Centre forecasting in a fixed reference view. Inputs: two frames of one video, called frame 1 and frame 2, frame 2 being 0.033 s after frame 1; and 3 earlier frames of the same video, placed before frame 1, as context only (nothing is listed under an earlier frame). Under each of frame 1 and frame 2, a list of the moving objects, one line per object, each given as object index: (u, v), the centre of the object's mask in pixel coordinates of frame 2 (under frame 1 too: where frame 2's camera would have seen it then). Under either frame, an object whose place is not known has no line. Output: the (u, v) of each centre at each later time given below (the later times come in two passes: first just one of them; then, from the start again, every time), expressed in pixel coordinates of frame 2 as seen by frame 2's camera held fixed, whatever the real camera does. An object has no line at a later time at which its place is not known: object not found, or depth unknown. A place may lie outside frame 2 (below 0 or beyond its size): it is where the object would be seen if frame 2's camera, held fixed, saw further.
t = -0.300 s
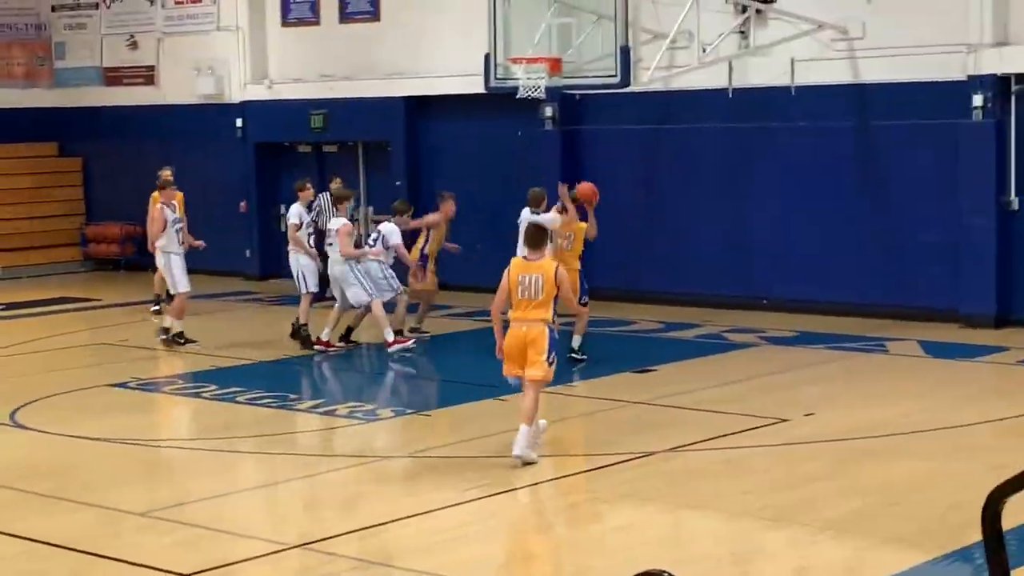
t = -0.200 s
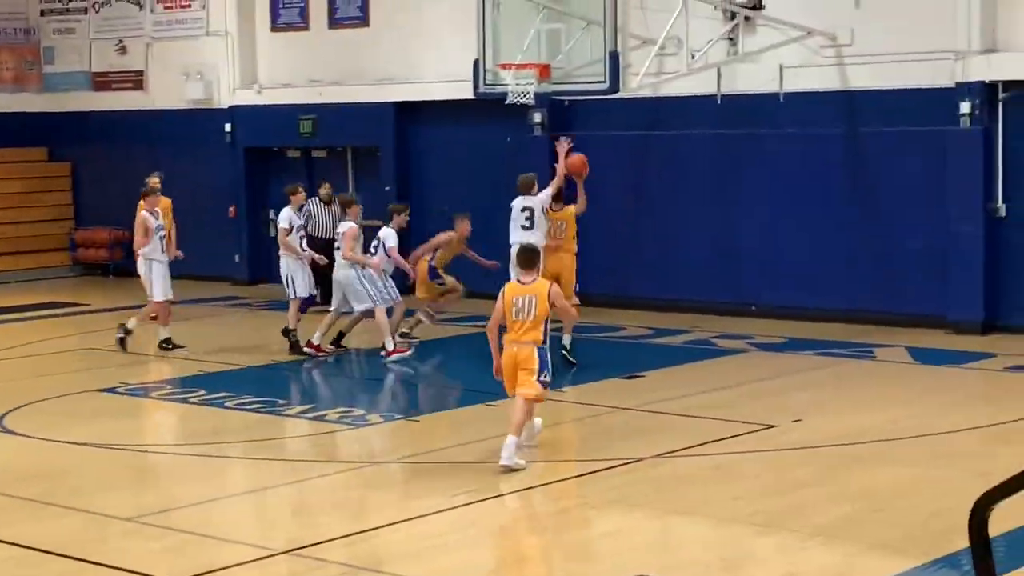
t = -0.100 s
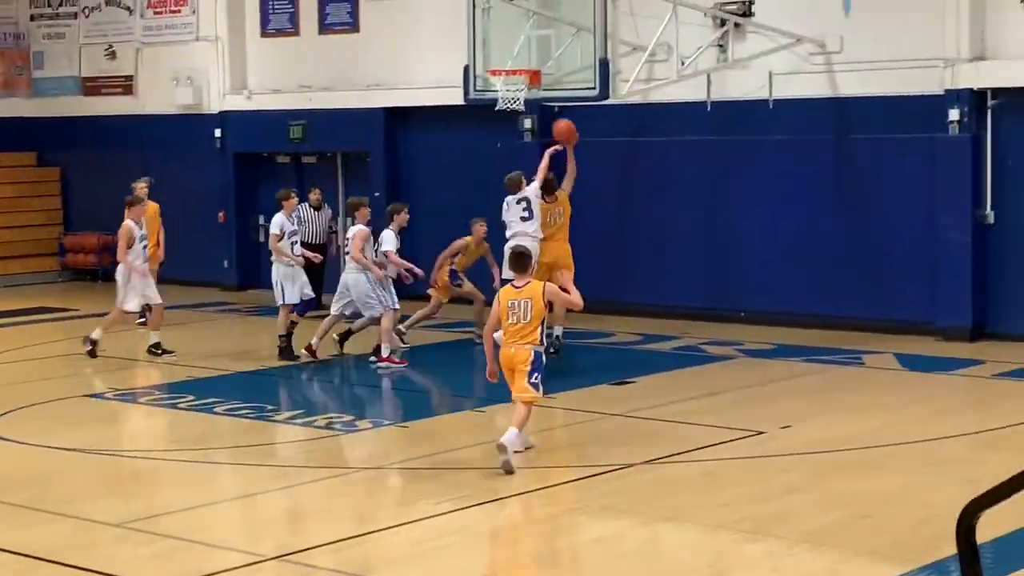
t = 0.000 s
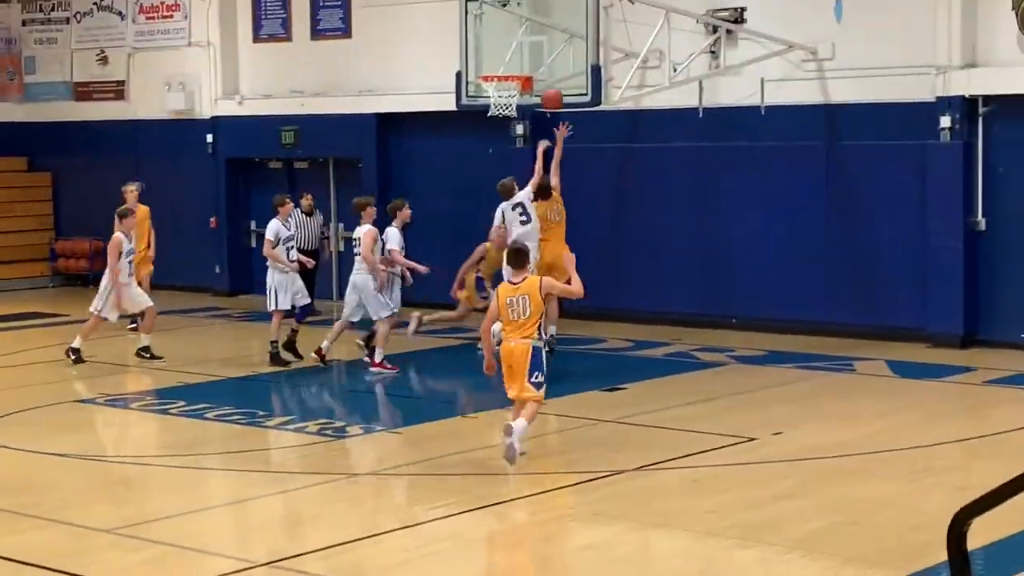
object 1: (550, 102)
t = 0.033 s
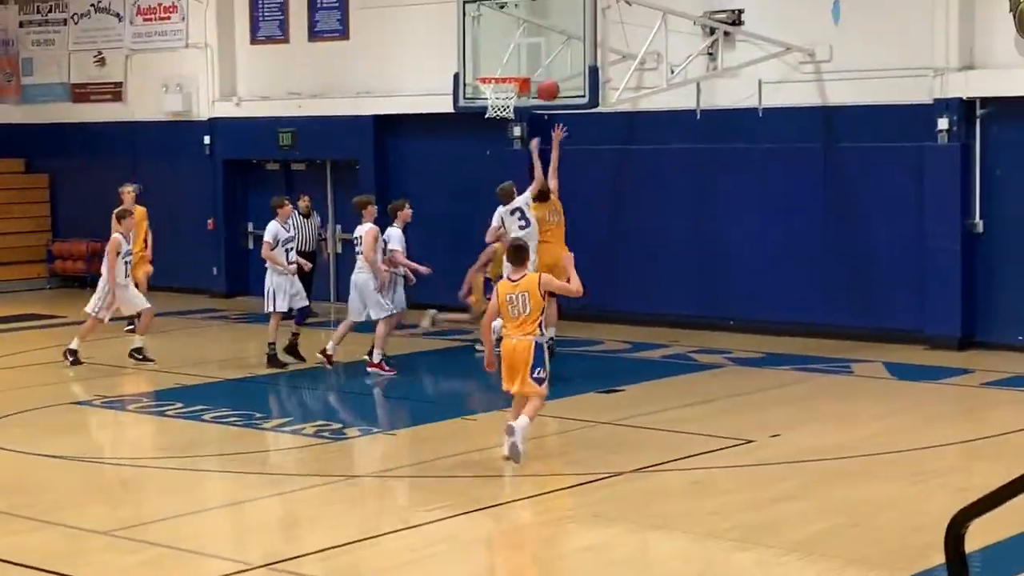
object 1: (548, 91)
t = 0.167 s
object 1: (542, 59)
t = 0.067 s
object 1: (546, 81)
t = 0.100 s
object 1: (545, 72)
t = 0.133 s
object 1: (543, 65)
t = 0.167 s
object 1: (542, 59)
